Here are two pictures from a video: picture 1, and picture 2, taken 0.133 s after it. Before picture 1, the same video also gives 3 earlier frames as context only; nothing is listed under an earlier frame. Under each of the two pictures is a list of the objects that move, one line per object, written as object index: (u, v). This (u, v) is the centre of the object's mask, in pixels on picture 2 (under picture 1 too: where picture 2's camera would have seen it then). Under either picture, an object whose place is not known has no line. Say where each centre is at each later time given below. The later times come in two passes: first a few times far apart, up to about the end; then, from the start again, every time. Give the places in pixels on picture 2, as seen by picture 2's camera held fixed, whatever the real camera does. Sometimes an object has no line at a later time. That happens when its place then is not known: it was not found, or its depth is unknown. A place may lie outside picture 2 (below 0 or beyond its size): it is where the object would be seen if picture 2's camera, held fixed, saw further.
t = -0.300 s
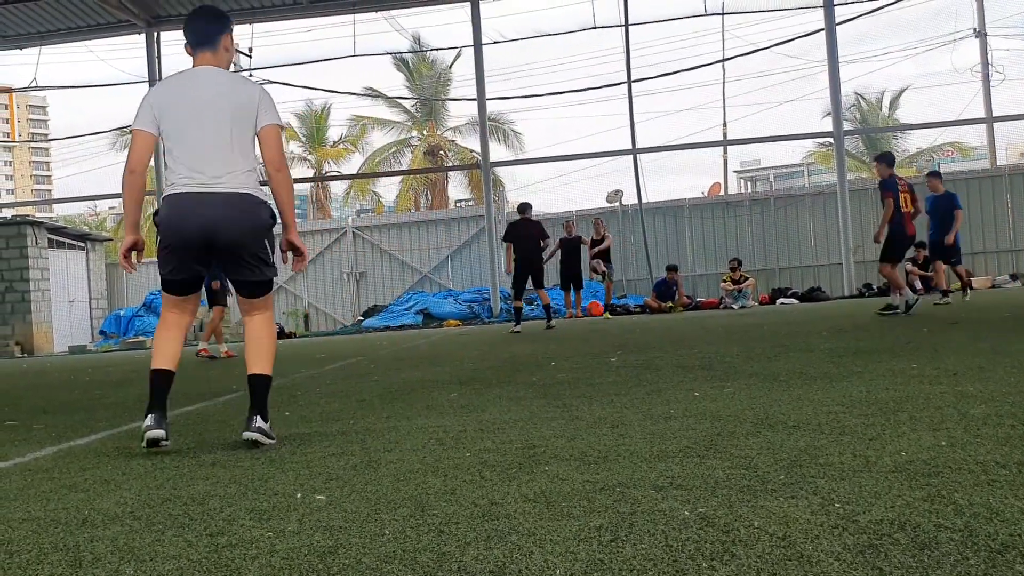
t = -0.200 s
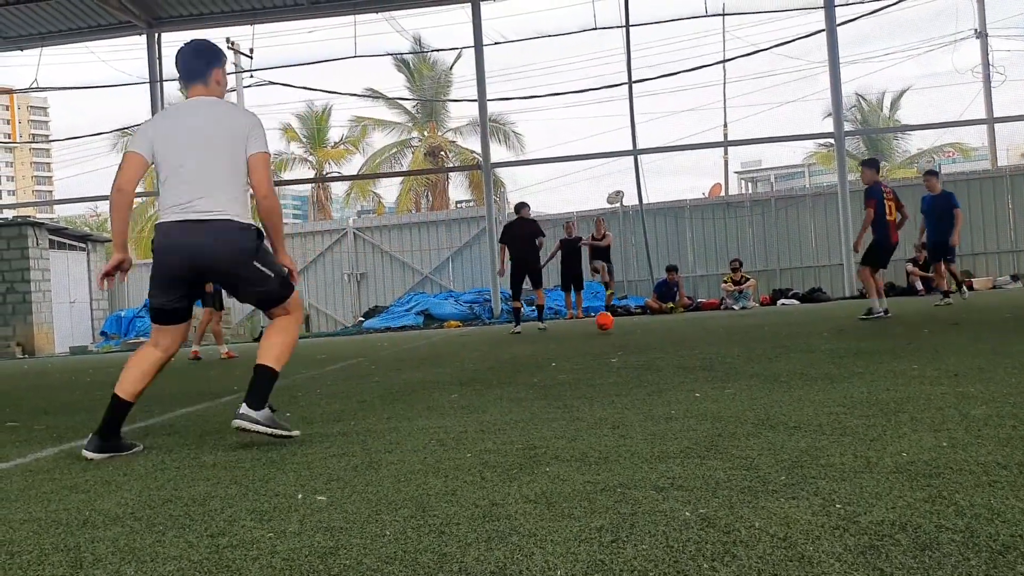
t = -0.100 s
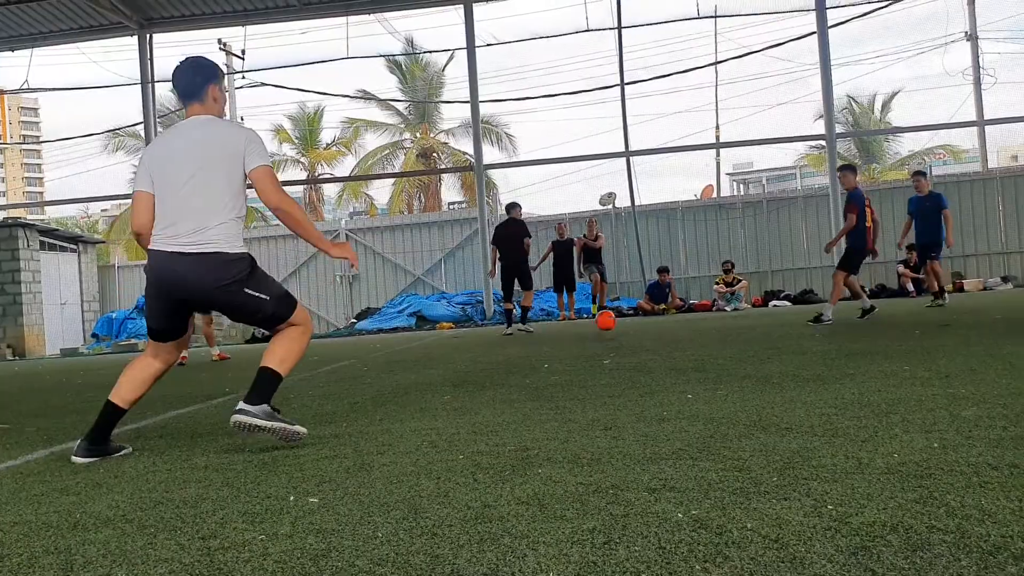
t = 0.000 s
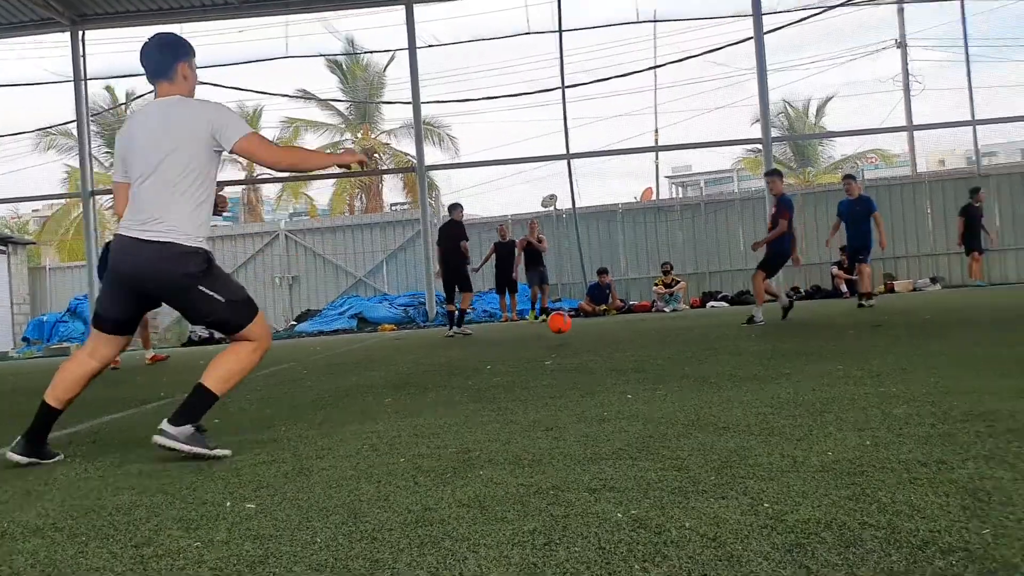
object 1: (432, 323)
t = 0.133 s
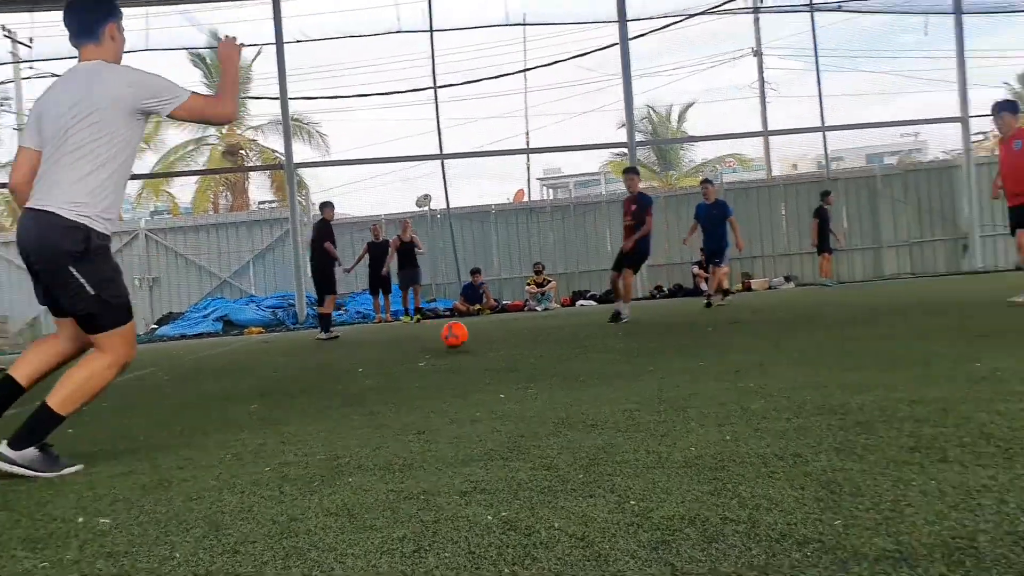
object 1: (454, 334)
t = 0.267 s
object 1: (476, 335)
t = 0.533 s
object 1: (549, 353)
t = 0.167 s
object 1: (459, 333)
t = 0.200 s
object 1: (464, 331)
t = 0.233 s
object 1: (471, 333)
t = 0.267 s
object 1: (476, 335)
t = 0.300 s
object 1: (483, 339)
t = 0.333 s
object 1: (491, 345)
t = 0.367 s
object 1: (499, 343)
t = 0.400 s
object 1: (508, 344)
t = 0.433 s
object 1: (516, 345)
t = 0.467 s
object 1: (527, 349)
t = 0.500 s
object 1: (538, 354)
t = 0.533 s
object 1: (549, 353)
